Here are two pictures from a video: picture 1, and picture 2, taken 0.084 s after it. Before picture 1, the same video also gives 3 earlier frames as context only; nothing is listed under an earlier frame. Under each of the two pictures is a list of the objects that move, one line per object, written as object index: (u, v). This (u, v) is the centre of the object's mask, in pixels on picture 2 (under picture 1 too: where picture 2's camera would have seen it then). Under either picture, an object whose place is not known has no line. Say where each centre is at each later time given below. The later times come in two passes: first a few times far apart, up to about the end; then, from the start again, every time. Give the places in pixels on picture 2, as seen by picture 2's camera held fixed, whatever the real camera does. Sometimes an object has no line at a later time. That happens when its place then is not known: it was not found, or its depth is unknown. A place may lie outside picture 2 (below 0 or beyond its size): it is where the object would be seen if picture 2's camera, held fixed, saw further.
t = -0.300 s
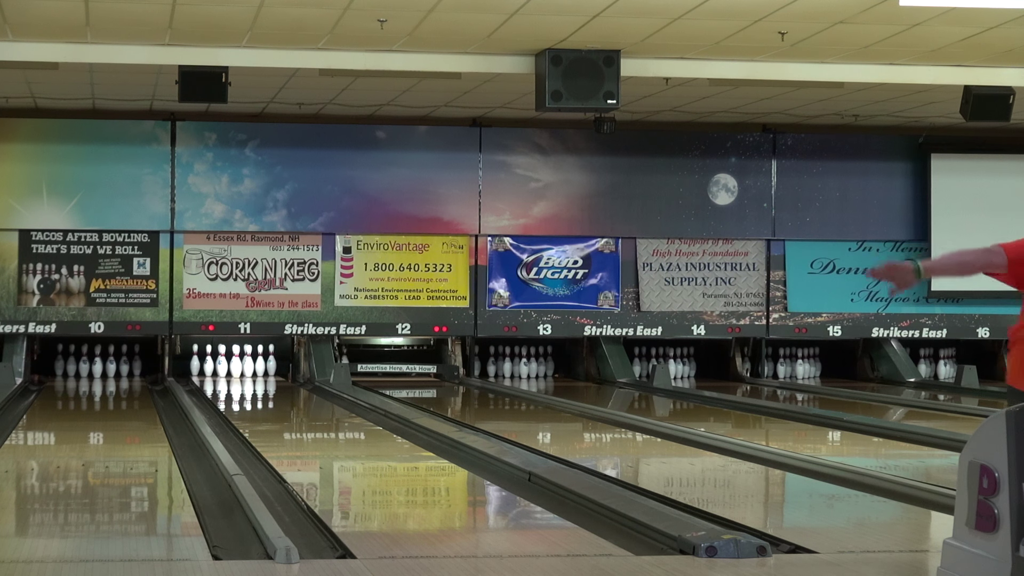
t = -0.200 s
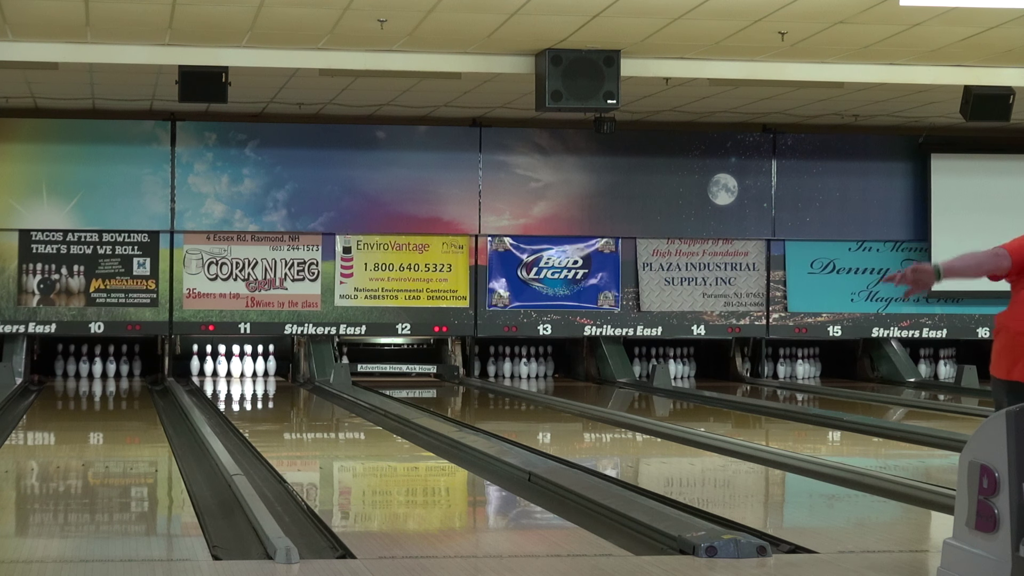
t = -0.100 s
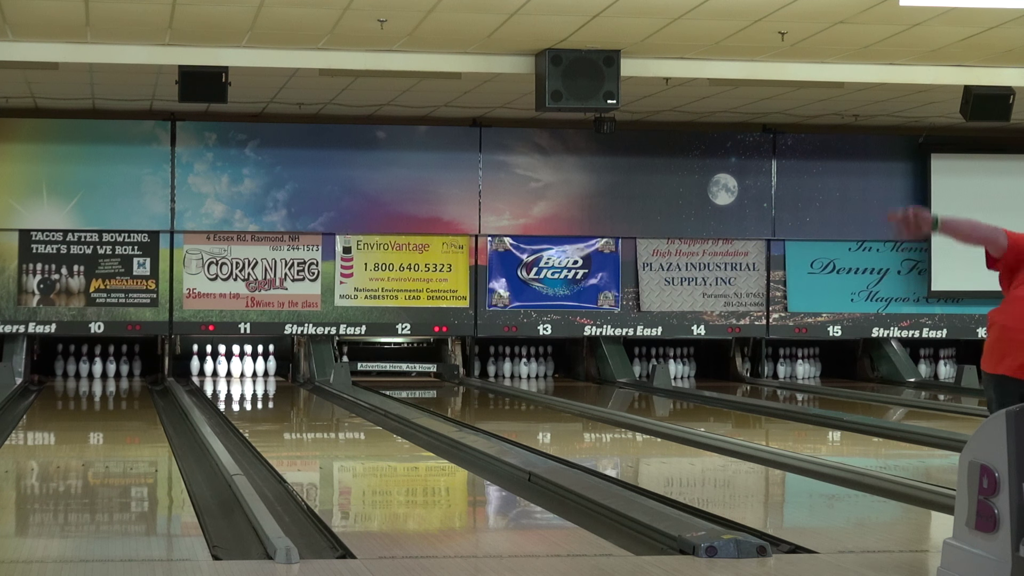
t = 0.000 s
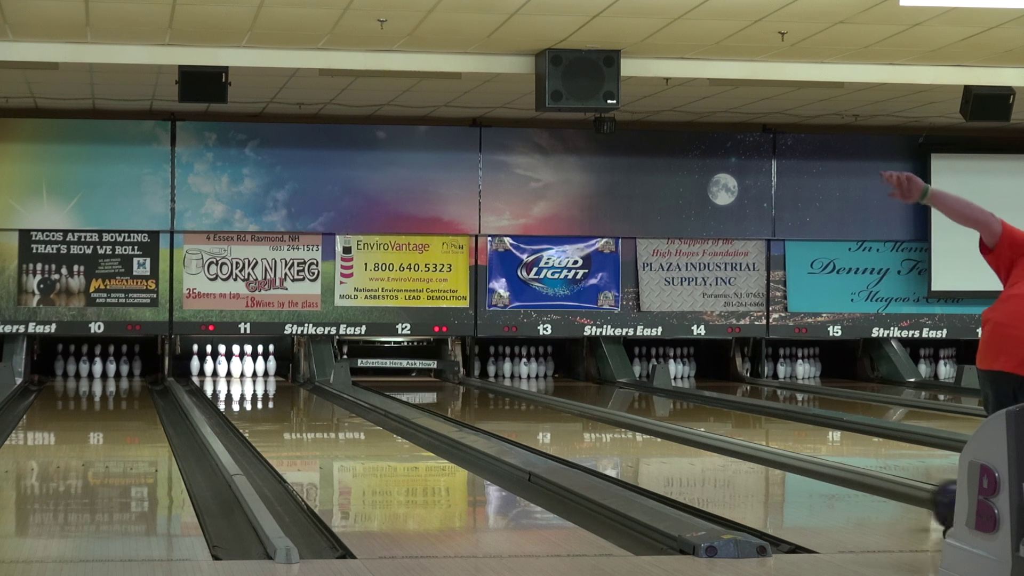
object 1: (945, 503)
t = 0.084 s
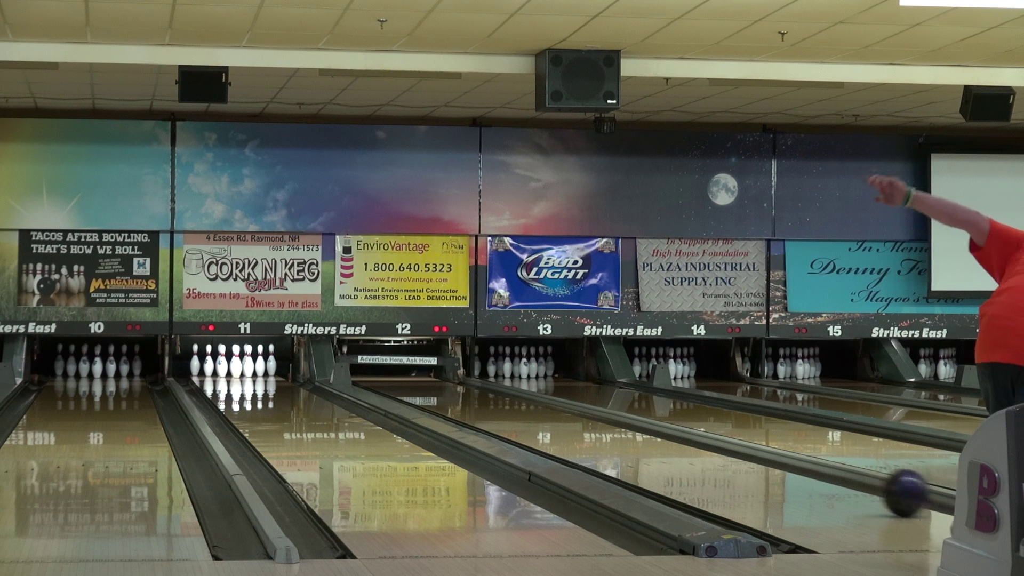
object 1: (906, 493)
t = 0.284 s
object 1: (807, 469)
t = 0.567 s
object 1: (703, 443)
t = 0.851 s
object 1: (625, 425)
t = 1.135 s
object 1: (564, 410)
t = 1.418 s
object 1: (516, 398)
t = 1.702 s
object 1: (476, 390)
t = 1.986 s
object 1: (439, 381)
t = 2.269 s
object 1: (407, 376)
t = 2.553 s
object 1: (376, 370)
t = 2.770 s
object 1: (354, 366)
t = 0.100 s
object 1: (897, 491)
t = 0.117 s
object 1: (888, 489)
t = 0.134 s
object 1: (879, 486)
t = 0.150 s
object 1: (870, 484)
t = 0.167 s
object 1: (862, 482)
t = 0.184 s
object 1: (854, 480)
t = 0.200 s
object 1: (846, 478)
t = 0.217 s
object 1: (838, 477)
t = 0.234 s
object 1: (830, 474)
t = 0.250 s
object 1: (822, 473)
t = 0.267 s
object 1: (815, 471)
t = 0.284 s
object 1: (807, 469)
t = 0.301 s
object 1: (800, 467)
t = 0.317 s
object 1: (794, 465)
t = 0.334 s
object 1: (787, 464)
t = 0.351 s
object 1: (780, 462)
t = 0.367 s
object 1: (773, 460)
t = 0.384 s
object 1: (767, 459)
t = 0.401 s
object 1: (761, 457)
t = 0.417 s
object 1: (754, 456)
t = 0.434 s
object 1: (748, 454)
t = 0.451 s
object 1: (742, 453)
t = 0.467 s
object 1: (736, 451)
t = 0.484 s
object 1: (730, 450)
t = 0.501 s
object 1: (725, 448)
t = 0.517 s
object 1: (719, 447)
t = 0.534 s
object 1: (714, 446)
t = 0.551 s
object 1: (709, 444)
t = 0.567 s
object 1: (703, 443)
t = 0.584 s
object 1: (698, 442)
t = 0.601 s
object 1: (693, 441)
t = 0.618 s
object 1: (688, 440)
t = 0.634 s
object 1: (683, 438)
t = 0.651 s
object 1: (678, 437)
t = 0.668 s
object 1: (674, 436)
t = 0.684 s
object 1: (669, 435)
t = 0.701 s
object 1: (664, 434)
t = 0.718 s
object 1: (660, 433)
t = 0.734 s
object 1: (655, 432)
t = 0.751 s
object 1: (651, 431)
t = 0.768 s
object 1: (647, 430)
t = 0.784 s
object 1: (642, 429)
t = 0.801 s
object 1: (637, 428)
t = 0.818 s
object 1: (634, 427)
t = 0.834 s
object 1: (629, 426)
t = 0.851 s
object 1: (625, 425)
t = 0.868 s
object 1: (621, 423)
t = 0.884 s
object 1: (617, 423)
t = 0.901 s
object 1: (614, 422)
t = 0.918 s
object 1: (610, 421)
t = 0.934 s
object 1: (606, 420)
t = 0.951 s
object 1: (603, 419)
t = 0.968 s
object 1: (599, 418)
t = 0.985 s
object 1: (595, 418)
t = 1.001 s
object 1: (592, 417)
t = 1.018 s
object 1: (588, 416)
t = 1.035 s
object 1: (584, 415)
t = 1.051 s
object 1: (581, 415)
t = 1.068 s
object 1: (578, 414)
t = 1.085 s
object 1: (574, 413)
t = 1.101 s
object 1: (571, 412)
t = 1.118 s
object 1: (568, 411)
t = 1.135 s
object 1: (564, 410)
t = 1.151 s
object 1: (562, 410)
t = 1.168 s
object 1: (559, 408)
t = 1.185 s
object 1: (555, 407)
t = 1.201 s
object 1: (553, 407)
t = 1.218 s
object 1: (550, 406)
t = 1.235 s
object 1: (546, 406)
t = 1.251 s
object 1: (544, 405)
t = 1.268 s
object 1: (541, 404)
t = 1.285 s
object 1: (538, 403)
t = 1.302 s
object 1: (535, 403)
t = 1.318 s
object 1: (533, 402)
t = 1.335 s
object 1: (529, 402)
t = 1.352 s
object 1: (526, 401)
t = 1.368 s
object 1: (524, 400)
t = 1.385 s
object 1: (521, 399)
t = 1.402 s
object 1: (519, 399)
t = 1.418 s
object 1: (516, 398)
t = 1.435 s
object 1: (513, 398)
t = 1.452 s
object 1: (510, 397)
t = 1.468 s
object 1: (508, 396)
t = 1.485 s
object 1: (506, 396)
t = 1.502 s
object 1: (504, 396)
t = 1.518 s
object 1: (502, 394)
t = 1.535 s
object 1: (498, 395)
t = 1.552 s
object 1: (496, 394)
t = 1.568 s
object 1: (494, 393)
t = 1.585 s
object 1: (491, 393)
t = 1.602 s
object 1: (489, 392)
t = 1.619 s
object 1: (487, 392)
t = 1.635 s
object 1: (485, 391)
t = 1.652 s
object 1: (483, 391)
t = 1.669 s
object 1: (481, 390)
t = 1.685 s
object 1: (478, 390)
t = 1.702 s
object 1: (476, 390)
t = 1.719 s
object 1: (474, 389)
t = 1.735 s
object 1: (472, 388)
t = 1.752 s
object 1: (469, 387)
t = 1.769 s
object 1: (467, 387)
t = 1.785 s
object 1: (465, 387)
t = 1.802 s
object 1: (462, 386)
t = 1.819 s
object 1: (460, 386)
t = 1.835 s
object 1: (458, 386)
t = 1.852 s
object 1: (456, 385)
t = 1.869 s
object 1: (455, 385)
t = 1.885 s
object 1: (452, 384)
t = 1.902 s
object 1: (450, 383)
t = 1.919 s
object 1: (449, 384)
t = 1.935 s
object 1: (446, 383)
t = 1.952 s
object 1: (444, 382)
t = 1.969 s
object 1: (442, 381)
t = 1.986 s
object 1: (439, 381)
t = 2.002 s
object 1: (438, 380)
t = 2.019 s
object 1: (435, 380)
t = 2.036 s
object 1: (434, 380)
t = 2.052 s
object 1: (432, 379)
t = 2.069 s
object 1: (430, 379)
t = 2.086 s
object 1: (429, 378)
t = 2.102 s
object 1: (427, 377)
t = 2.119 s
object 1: (424, 378)
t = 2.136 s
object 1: (423, 378)
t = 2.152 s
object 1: (421, 377)
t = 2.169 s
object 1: (418, 376)
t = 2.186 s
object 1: (417, 376)
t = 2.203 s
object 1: (415, 376)
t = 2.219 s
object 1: (413, 376)
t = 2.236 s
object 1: (411, 376)
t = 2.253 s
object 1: (409, 375)
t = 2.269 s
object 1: (407, 376)
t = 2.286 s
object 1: (405, 375)
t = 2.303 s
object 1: (404, 374)
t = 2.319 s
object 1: (402, 373)
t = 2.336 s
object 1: (400, 374)
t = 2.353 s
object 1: (398, 373)
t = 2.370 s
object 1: (396, 372)
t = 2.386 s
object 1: (394, 373)
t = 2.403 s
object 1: (393, 372)
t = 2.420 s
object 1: (391, 372)
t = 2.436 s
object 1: (390, 372)
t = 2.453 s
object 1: (387, 373)
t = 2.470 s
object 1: (385, 372)
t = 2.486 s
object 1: (383, 371)
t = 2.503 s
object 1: (381, 370)
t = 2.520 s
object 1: (379, 370)
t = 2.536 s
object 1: (378, 370)
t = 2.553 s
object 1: (376, 370)
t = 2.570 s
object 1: (374, 369)
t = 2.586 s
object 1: (372, 369)
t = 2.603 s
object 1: (371, 368)
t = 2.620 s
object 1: (369, 369)
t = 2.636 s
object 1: (366, 368)
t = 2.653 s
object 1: (365, 368)
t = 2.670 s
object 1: (362, 368)
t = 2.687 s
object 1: (360, 368)
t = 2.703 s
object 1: (358, 368)
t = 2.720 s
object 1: (358, 367)
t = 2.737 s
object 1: (357, 367)
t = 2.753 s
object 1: (355, 365)
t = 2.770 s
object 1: (354, 366)
